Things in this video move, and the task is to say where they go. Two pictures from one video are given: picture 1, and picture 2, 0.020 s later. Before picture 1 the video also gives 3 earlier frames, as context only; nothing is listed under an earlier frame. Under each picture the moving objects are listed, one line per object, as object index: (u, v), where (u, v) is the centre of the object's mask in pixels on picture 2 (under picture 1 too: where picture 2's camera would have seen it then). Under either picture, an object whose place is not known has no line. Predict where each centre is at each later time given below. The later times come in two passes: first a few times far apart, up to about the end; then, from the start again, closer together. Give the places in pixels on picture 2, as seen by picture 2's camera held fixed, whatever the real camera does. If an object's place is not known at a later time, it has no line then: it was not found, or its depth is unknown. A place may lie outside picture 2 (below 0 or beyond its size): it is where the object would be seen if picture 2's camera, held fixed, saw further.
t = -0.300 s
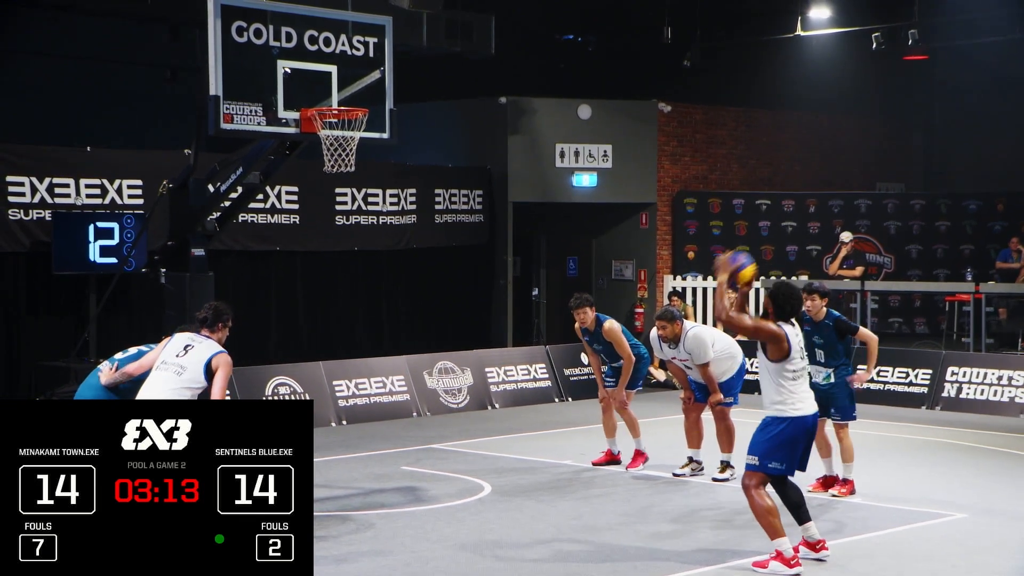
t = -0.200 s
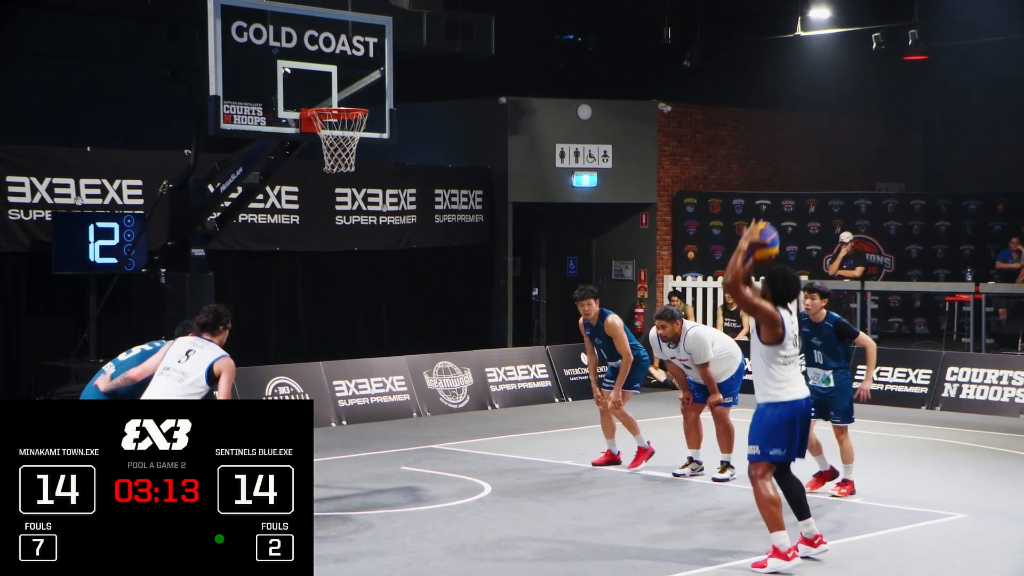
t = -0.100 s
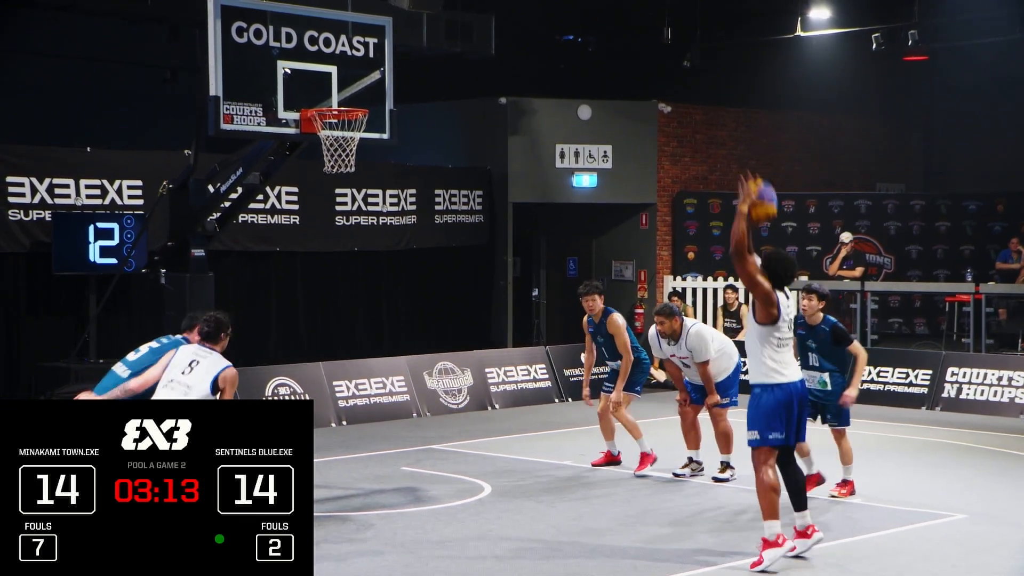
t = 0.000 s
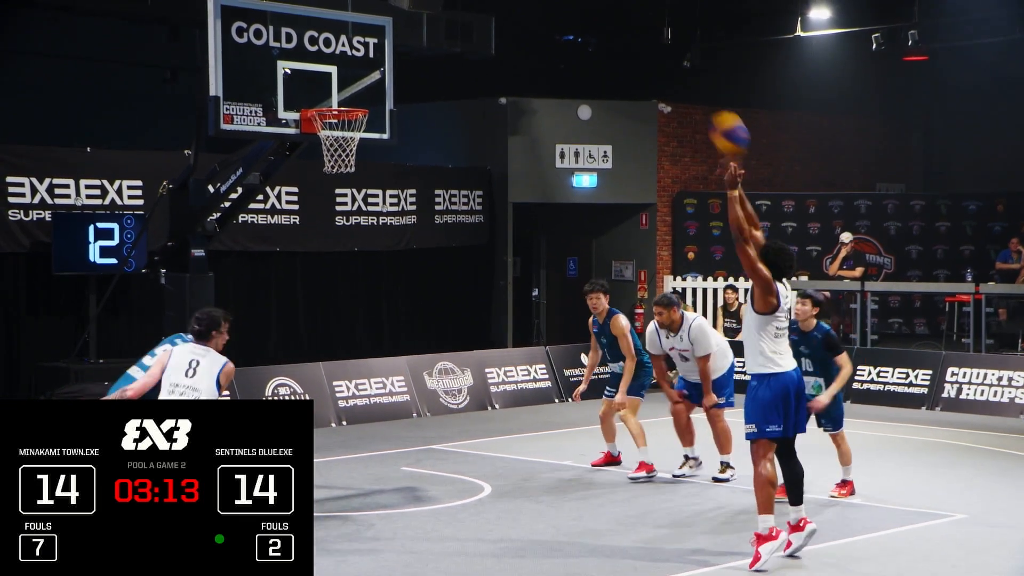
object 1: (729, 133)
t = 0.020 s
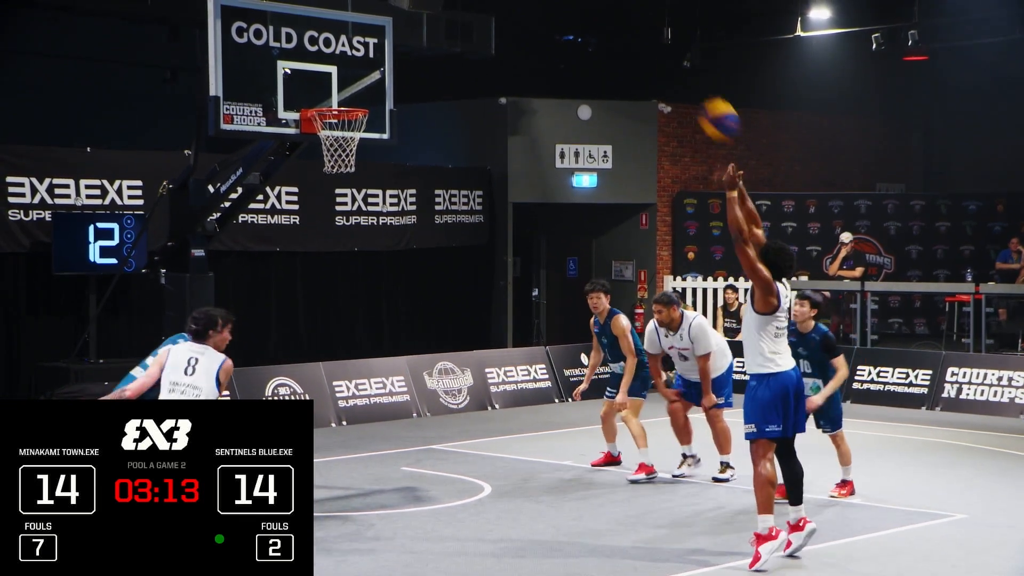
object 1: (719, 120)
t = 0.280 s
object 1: (600, 6)
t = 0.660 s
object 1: (446, 3)
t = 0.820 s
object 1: (392, 41)
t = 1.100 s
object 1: (329, 89)
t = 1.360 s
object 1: (335, 106)
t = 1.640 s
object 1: (353, 148)
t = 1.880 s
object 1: (345, 201)
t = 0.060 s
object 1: (699, 92)
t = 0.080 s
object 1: (690, 81)
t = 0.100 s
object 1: (680, 70)
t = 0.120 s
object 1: (670, 59)
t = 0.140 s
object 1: (661, 48)
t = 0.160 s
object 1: (652, 38)
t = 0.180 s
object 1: (643, 29)
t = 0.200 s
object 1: (633, 21)
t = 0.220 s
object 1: (625, 16)
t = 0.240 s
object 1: (617, 11)
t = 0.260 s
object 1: (607, 8)
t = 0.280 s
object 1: (600, 6)
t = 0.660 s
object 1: (446, 3)
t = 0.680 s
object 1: (438, 5)
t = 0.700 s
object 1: (431, 7)
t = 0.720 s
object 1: (425, 9)
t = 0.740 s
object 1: (419, 12)
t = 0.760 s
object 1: (413, 16)
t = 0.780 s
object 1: (406, 25)
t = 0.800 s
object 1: (399, 32)
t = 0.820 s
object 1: (392, 41)
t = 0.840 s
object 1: (384, 49)
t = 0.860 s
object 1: (377, 58)
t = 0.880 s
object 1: (371, 66)
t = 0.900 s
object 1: (366, 77)
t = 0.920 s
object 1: (359, 87)
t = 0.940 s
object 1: (354, 95)
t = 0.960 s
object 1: (351, 94)
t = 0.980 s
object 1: (348, 92)
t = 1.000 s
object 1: (344, 90)
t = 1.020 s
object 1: (341, 89)
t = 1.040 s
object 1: (338, 88)
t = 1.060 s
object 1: (335, 88)
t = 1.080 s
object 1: (331, 88)
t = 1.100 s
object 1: (329, 89)
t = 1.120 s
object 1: (326, 89)
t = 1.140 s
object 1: (323, 91)
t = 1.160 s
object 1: (321, 92)
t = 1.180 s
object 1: (317, 96)
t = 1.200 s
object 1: (316, 97)
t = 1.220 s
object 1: (318, 97)
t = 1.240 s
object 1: (322, 96)
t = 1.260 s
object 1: (324, 97)
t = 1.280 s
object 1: (326, 97)
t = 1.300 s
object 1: (328, 98)
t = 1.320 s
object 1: (330, 99)
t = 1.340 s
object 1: (332, 100)
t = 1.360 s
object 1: (335, 106)
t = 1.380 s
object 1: (338, 111)
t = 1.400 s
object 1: (340, 115)
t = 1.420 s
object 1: (343, 119)
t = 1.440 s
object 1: (345, 124)
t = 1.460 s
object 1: (347, 130)
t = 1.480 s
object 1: (349, 134)
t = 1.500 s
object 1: (351, 138)
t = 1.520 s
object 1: (353, 140)
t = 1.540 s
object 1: (355, 142)
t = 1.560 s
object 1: (355, 141)
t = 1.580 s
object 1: (356, 141)
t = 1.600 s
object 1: (356, 141)
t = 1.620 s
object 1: (356, 141)
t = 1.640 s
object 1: (353, 148)
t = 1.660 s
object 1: (353, 150)
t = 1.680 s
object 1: (352, 152)
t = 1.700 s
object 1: (352, 154)
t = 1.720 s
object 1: (351, 157)
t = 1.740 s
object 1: (350, 161)
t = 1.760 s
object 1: (349, 166)
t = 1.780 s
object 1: (349, 170)
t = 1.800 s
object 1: (348, 175)
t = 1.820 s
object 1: (347, 181)
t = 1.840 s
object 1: (347, 186)
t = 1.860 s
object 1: (346, 193)
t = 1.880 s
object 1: (345, 201)
